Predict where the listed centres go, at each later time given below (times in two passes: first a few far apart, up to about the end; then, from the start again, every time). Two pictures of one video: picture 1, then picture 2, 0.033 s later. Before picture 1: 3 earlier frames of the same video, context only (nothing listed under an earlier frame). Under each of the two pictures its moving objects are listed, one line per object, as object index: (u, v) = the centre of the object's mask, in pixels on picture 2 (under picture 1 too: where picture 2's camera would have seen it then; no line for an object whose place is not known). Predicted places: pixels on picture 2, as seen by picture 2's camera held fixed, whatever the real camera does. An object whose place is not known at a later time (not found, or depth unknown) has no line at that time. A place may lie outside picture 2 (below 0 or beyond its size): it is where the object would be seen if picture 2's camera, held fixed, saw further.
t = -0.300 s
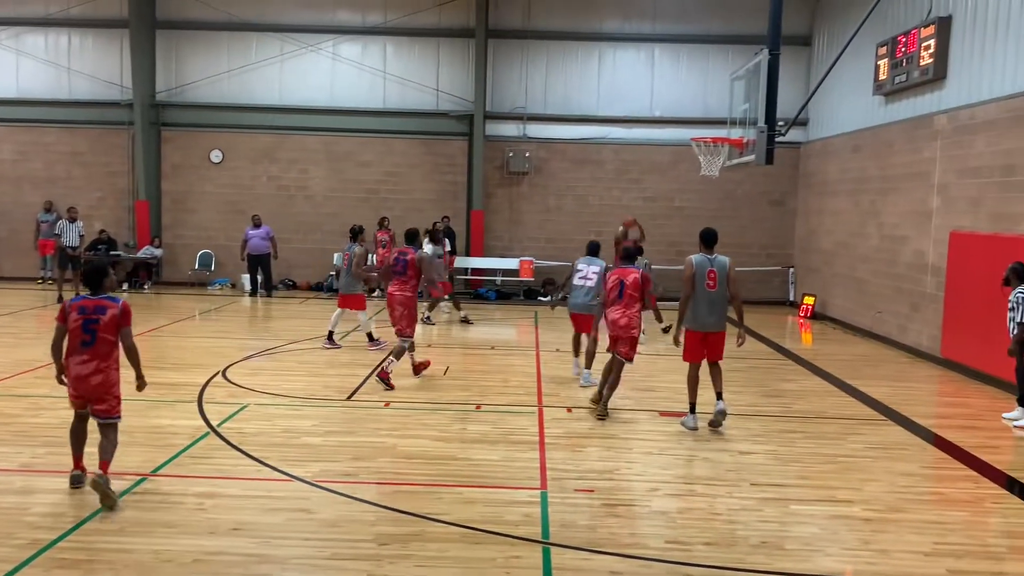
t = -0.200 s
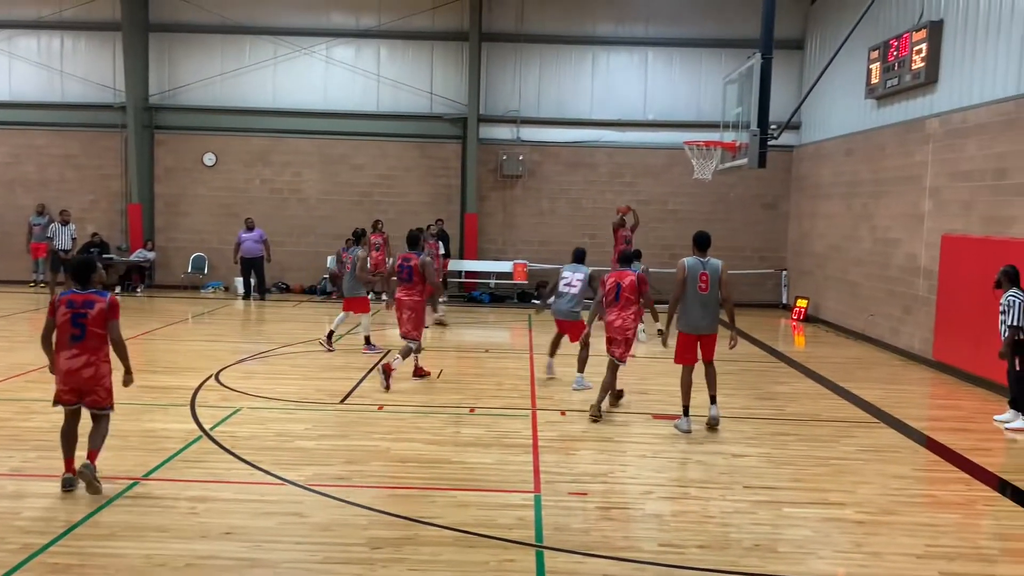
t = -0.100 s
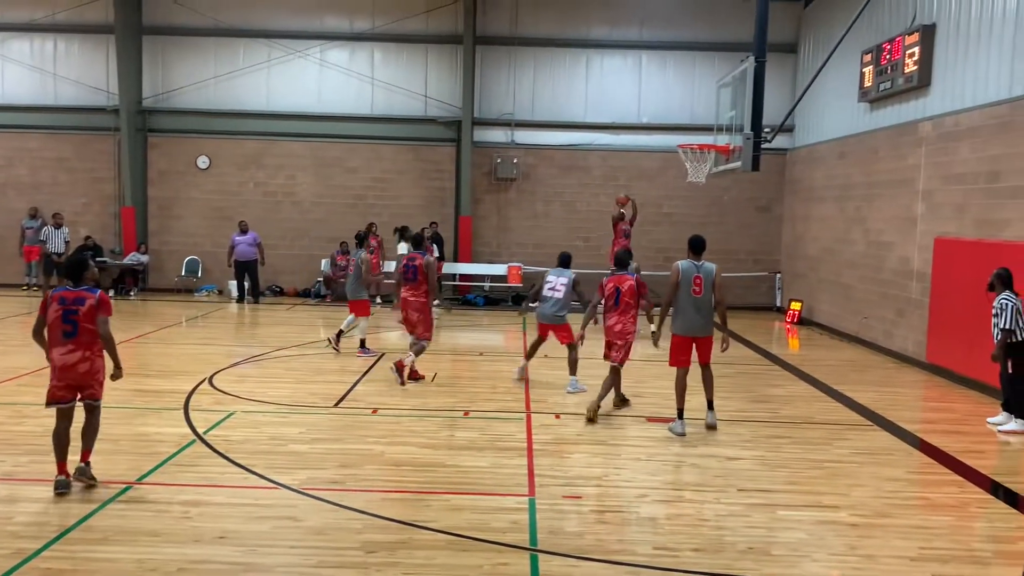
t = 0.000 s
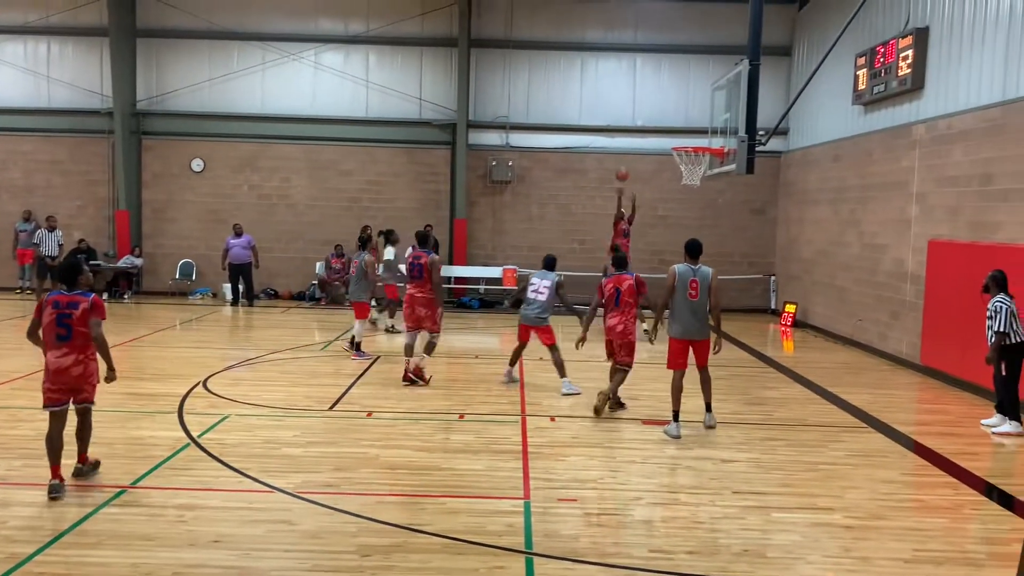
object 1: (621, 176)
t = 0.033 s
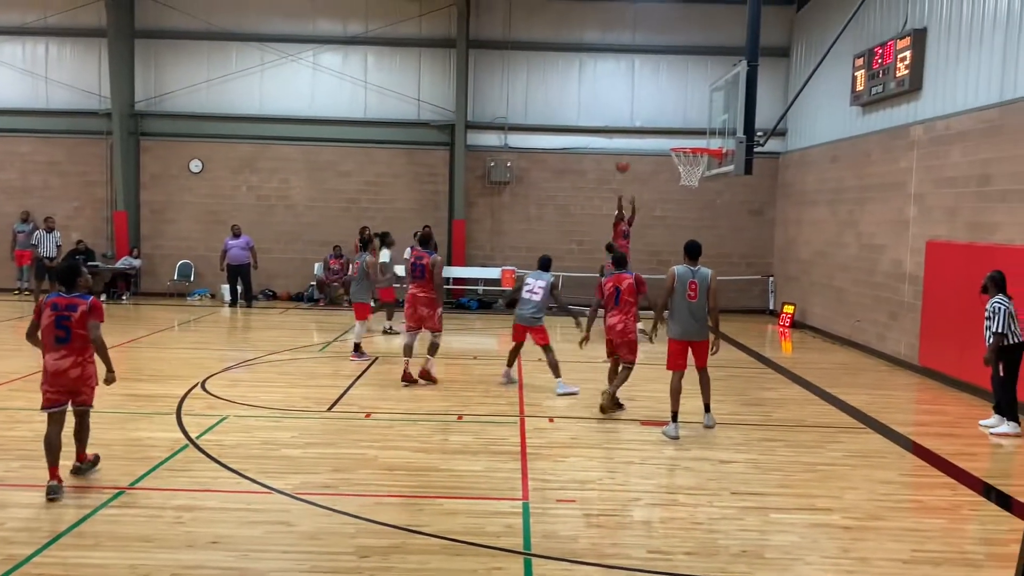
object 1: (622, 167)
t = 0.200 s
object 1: (631, 125)
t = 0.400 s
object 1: (642, 92)
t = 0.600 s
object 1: (654, 82)
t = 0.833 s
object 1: (668, 104)
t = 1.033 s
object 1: (680, 163)
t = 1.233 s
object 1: (692, 172)
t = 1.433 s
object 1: (698, 200)
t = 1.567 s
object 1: (701, 237)
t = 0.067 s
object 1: (624, 158)
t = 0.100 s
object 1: (625, 149)
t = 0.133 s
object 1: (627, 140)
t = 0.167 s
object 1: (629, 133)
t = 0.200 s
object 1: (631, 125)
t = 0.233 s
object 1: (632, 118)
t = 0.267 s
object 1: (634, 112)
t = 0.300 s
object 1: (636, 106)
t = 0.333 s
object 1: (638, 101)
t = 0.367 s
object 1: (640, 96)
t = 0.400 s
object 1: (642, 92)
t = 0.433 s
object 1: (644, 89)
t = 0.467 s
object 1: (646, 86)
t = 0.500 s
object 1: (648, 84)
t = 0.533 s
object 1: (650, 83)
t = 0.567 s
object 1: (652, 82)
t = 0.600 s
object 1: (654, 82)
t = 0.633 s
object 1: (656, 82)
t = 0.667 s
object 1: (658, 84)
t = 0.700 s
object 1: (660, 86)
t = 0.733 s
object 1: (662, 89)
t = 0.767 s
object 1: (664, 93)
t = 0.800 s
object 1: (666, 98)
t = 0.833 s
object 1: (668, 104)
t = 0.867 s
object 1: (671, 110)
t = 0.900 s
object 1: (673, 118)
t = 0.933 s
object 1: (676, 126)
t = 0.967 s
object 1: (677, 136)
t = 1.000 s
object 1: (679, 145)
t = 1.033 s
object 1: (680, 163)
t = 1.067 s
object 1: (685, 167)
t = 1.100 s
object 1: (686, 169)
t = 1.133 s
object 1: (687, 170)
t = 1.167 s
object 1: (689, 171)
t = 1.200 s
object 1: (690, 171)
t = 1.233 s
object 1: (692, 172)
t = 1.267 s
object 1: (693, 175)
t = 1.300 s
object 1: (694, 178)
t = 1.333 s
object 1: (695, 182)
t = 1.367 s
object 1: (696, 187)
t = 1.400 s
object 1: (697, 192)
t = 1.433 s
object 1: (698, 200)
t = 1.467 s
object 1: (699, 208)
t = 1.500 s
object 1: (699, 217)
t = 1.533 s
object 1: (700, 227)
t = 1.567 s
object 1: (701, 237)
